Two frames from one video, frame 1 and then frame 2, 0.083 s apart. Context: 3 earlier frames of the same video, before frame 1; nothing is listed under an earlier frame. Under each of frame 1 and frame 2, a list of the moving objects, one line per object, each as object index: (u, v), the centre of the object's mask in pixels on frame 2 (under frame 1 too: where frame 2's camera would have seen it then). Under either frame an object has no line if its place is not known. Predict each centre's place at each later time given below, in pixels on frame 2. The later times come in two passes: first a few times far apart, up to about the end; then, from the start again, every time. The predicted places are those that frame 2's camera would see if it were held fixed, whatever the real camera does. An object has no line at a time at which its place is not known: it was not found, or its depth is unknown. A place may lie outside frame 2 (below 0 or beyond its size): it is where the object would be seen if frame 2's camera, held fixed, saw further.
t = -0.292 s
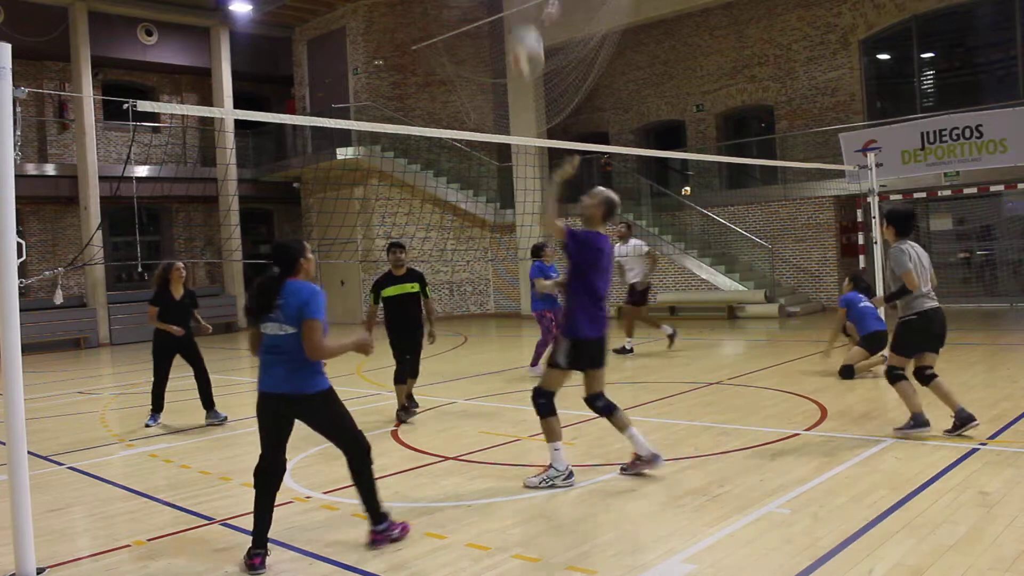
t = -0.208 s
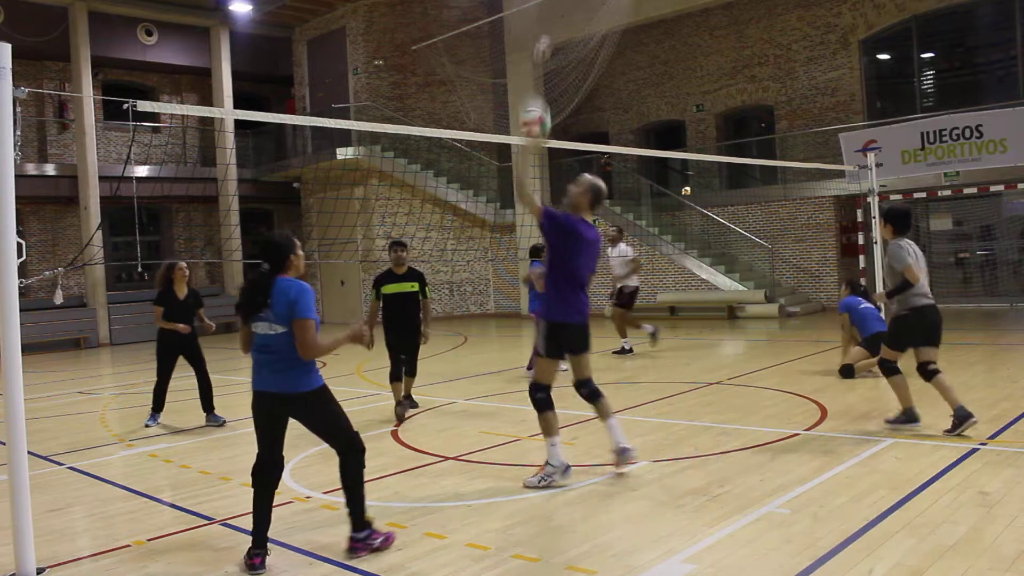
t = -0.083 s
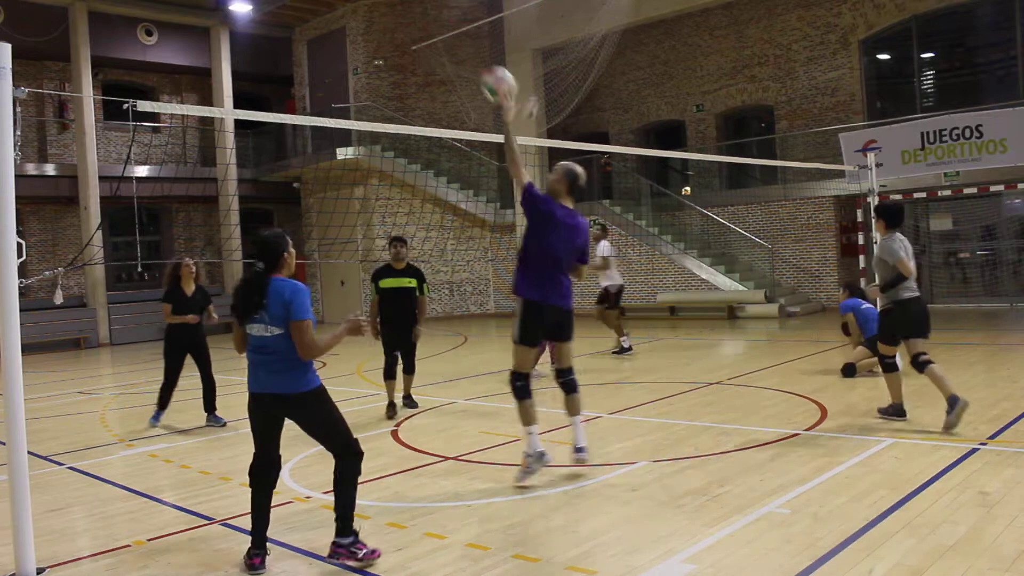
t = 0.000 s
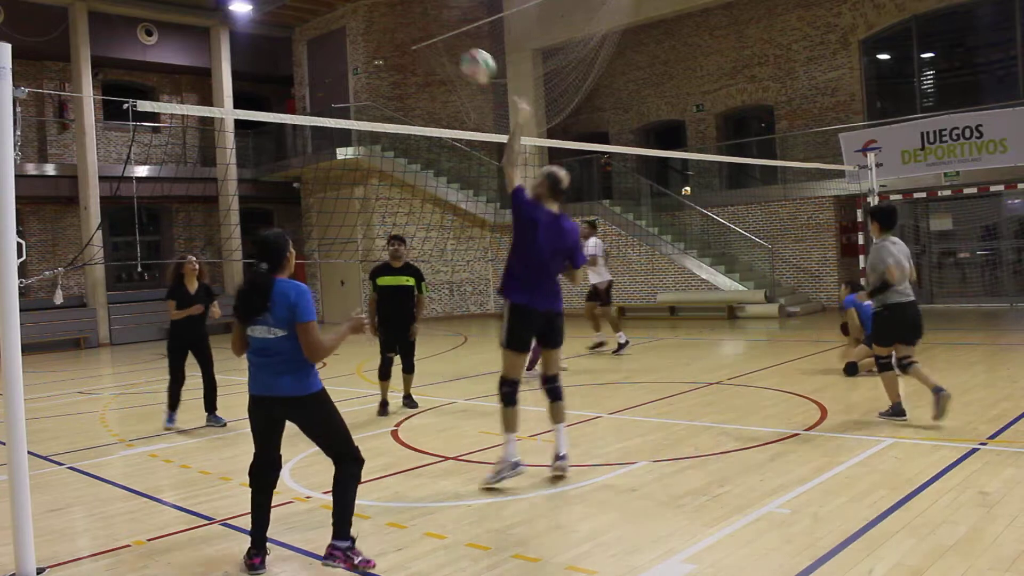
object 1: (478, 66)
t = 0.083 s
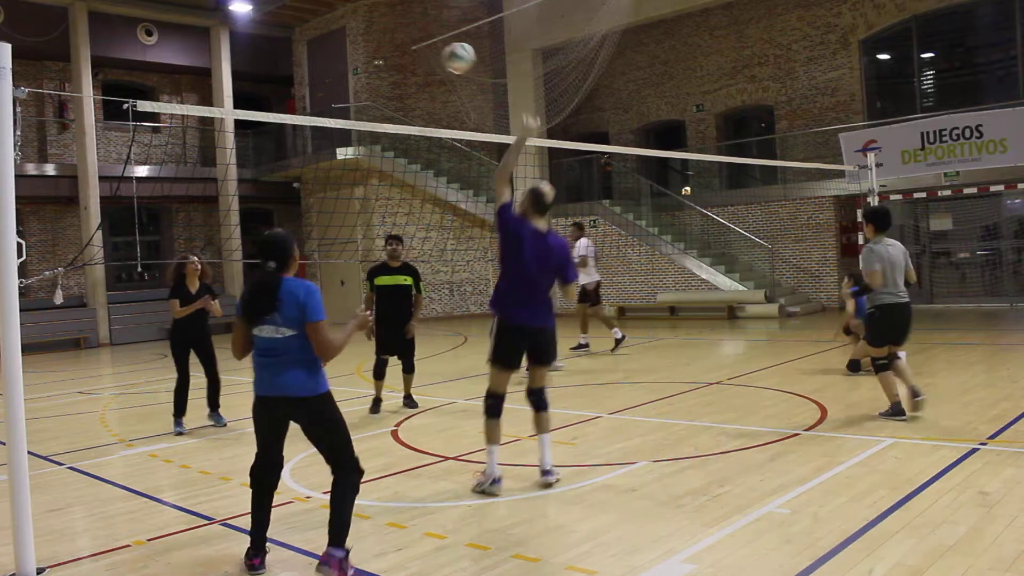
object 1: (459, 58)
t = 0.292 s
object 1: (419, 80)
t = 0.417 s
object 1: (402, 113)
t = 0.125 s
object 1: (450, 58)
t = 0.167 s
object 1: (442, 60)
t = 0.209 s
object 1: (434, 64)
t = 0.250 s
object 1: (426, 71)
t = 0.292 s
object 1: (419, 80)
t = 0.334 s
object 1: (413, 90)
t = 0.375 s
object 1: (407, 102)
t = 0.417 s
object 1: (402, 113)
